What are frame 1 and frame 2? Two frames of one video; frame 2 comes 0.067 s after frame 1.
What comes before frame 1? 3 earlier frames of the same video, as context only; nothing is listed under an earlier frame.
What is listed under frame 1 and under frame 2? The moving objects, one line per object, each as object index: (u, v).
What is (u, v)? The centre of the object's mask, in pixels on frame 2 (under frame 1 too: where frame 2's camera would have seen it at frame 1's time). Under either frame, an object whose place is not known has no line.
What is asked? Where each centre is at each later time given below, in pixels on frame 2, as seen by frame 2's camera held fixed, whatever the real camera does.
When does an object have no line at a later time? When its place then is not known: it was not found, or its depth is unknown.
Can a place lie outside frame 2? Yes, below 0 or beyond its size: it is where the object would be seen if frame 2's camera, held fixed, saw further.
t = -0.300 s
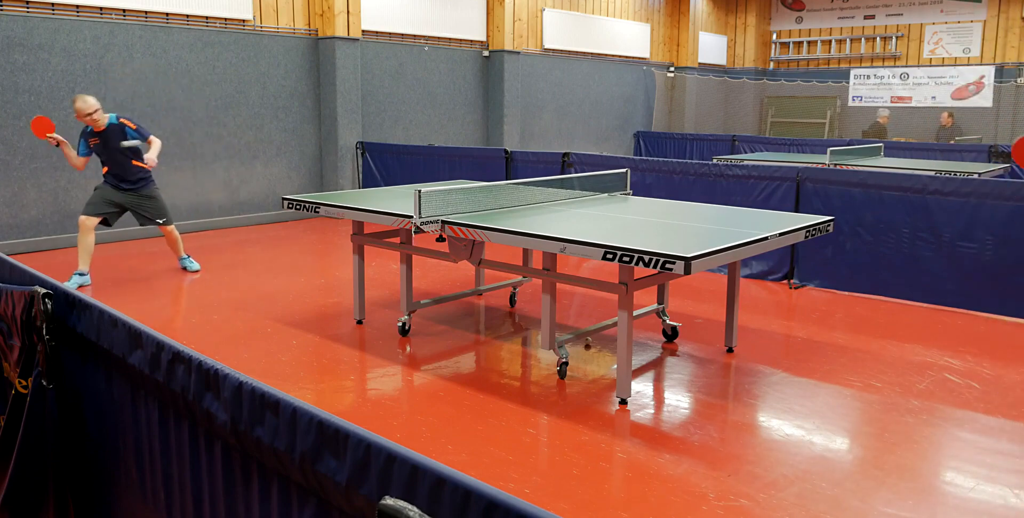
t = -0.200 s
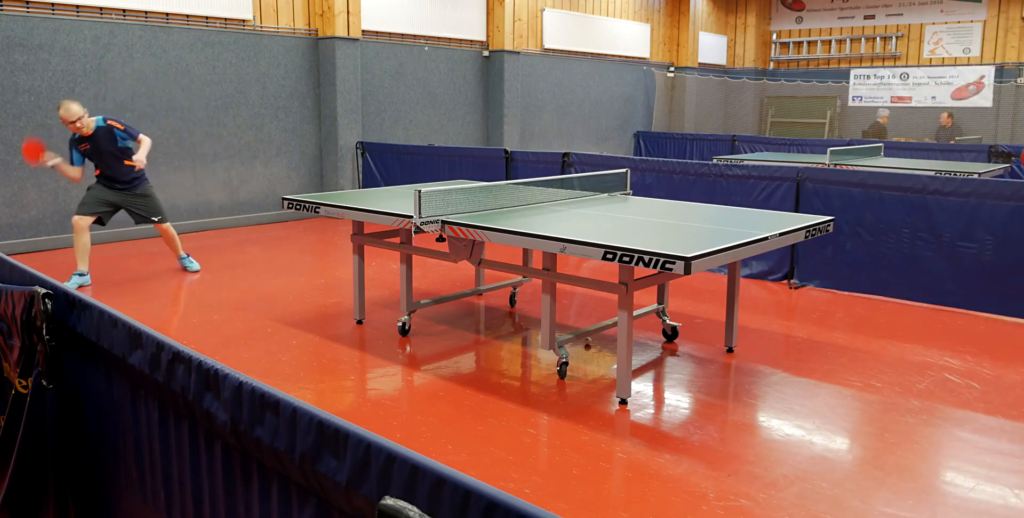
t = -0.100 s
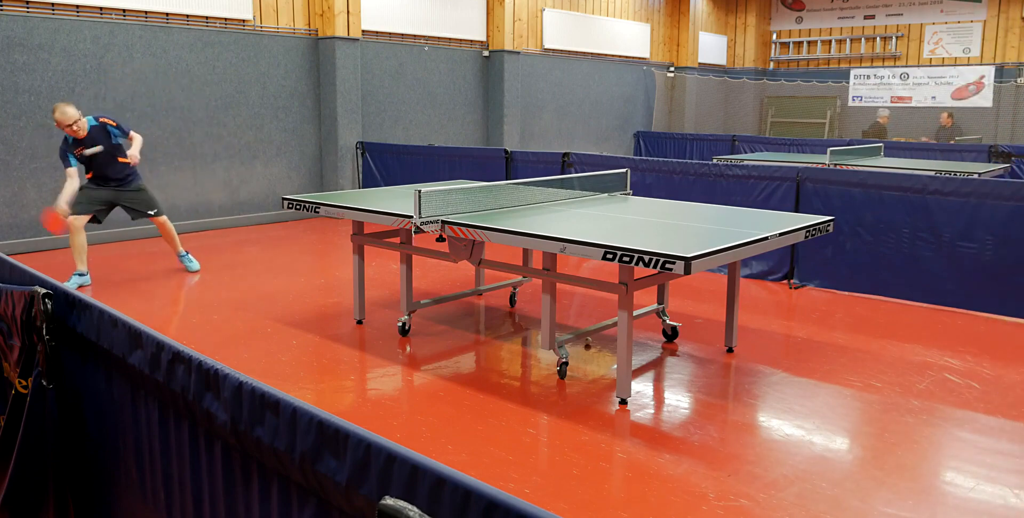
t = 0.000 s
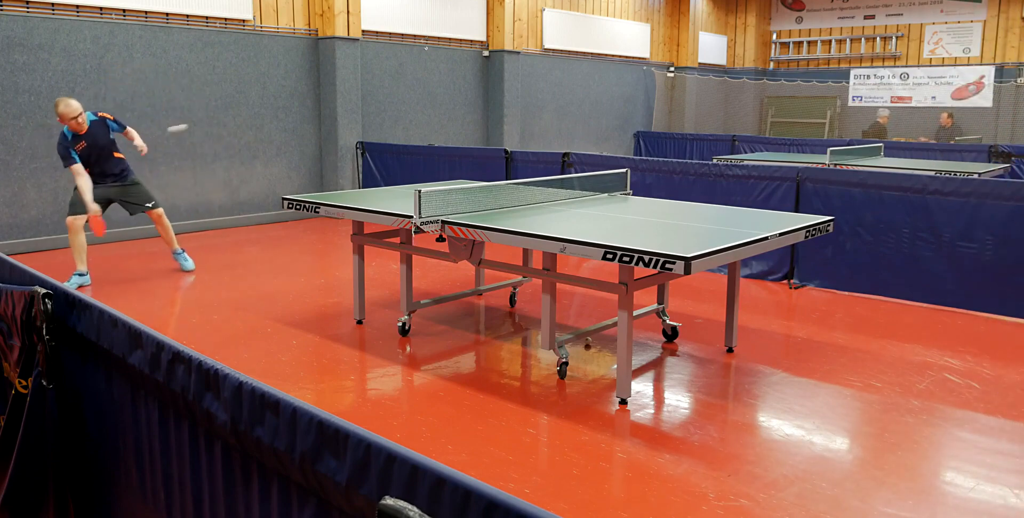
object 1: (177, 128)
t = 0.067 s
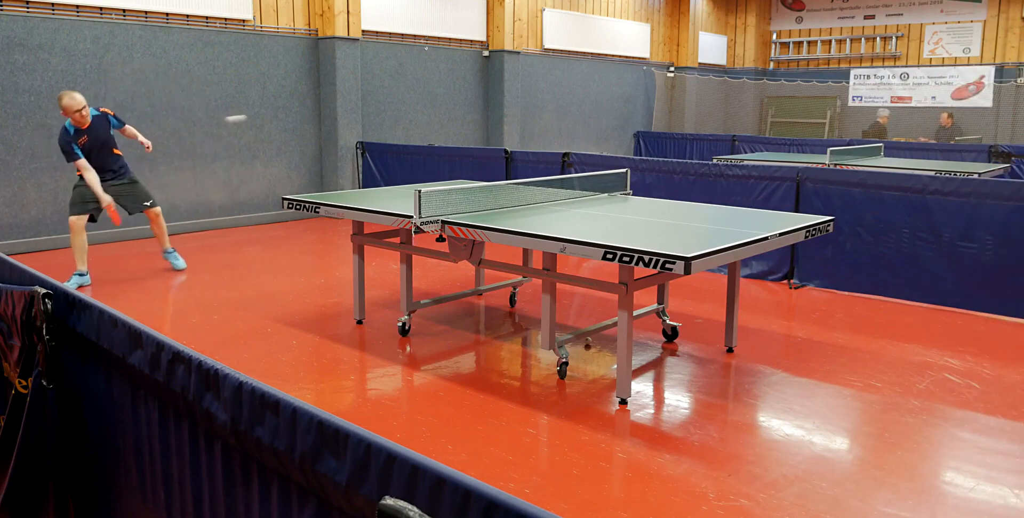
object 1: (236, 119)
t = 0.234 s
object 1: (385, 116)
